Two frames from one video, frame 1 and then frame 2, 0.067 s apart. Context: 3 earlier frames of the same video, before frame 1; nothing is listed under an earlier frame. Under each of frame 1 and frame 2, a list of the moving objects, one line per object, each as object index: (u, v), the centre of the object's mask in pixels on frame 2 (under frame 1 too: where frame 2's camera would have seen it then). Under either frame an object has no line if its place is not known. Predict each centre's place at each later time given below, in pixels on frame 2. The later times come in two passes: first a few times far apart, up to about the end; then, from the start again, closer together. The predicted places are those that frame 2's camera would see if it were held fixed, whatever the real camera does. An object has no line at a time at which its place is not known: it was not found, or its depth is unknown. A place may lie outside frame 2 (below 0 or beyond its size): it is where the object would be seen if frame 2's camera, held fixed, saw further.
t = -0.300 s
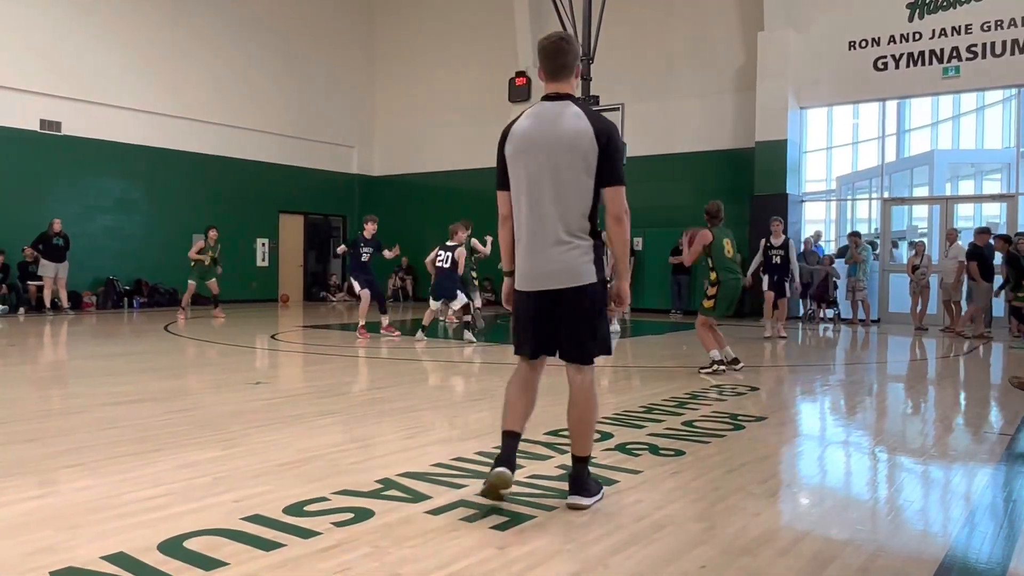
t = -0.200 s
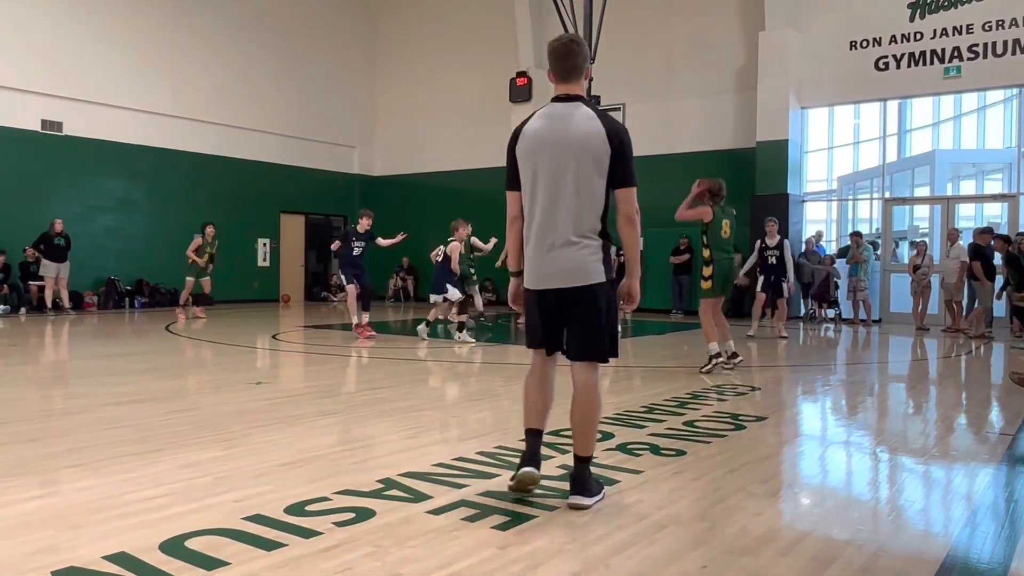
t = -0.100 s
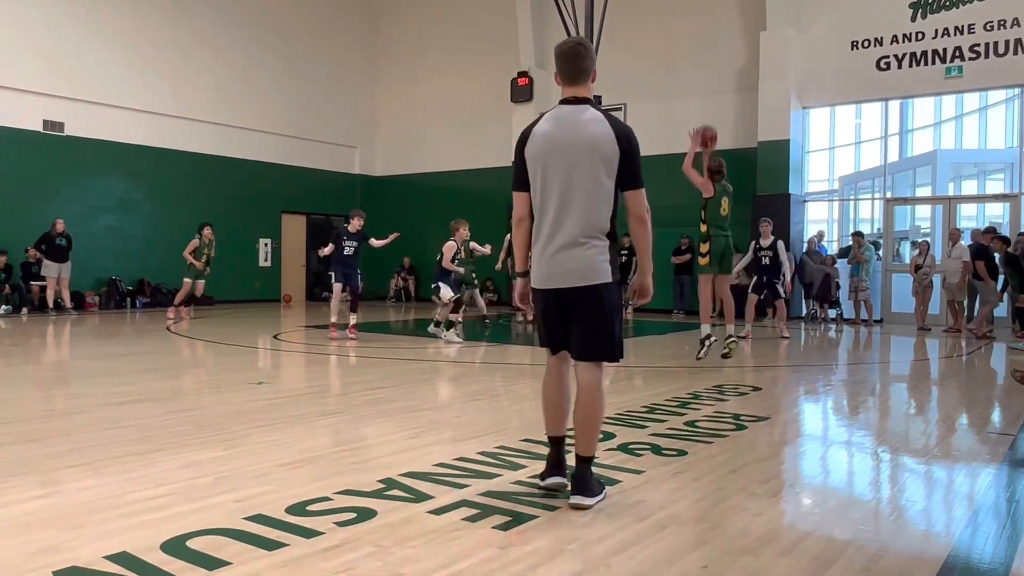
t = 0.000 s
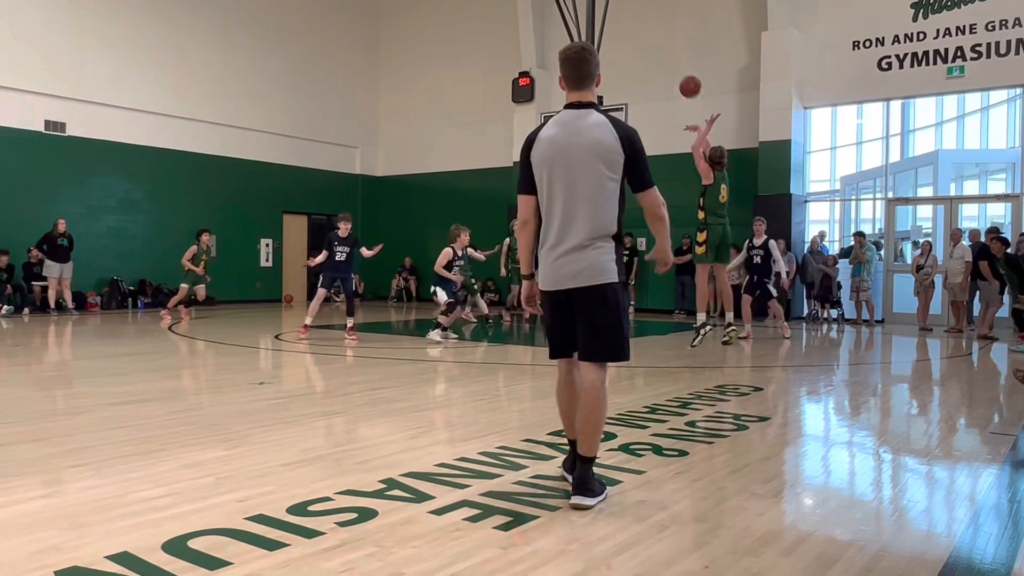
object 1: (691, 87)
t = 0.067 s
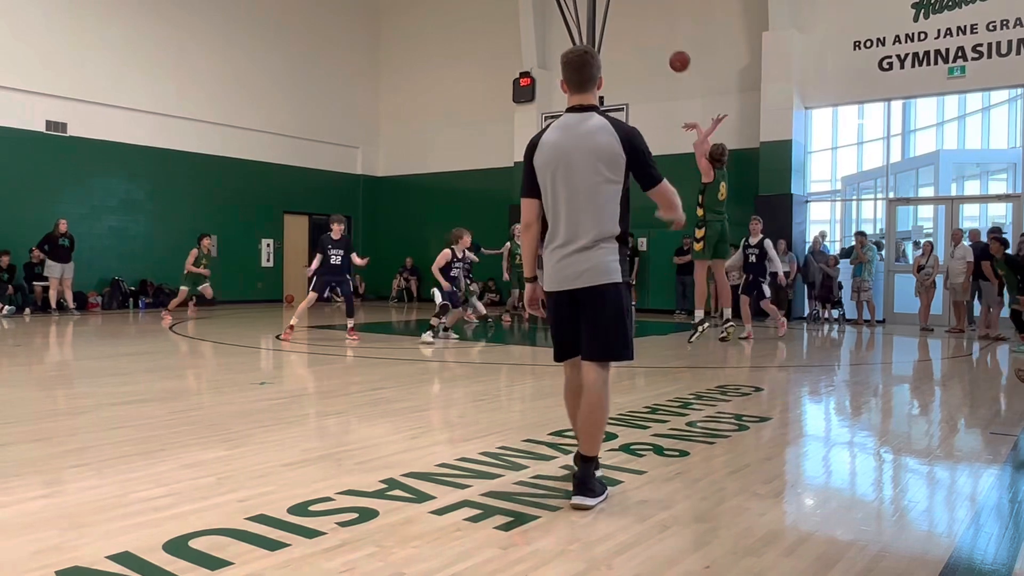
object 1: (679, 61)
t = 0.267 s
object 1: (650, 16)
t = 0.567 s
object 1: (615, 14)
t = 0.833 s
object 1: (589, 59)
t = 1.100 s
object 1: (568, 133)
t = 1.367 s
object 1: (557, 131)
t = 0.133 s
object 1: (669, 41)
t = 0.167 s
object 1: (664, 33)
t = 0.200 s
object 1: (659, 26)
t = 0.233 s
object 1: (654, 21)
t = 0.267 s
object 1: (650, 16)
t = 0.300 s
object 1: (645, 12)
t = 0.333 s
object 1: (641, 9)
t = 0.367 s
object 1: (637, 8)
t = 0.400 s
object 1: (633, 7)
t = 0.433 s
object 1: (629, 7)
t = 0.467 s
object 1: (625, 7)
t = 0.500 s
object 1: (622, 8)
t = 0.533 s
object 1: (618, 10)
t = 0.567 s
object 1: (615, 14)
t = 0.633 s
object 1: (608, 21)
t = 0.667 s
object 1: (605, 26)
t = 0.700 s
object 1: (602, 32)
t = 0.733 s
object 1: (599, 38)
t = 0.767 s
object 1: (597, 44)
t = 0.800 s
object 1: (593, 52)
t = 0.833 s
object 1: (589, 59)
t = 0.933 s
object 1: (580, 84)
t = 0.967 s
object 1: (579, 93)
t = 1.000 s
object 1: (577, 102)
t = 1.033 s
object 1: (573, 113)
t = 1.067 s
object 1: (571, 123)
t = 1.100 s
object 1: (568, 133)
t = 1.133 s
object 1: (567, 144)
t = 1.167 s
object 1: (565, 146)
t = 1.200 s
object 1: (563, 142)
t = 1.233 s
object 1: (562, 139)
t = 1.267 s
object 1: (561, 136)
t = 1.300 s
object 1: (560, 134)
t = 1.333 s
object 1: (558, 132)
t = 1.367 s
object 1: (557, 131)
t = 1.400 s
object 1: (556, 131)
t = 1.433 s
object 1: (554, 131)
